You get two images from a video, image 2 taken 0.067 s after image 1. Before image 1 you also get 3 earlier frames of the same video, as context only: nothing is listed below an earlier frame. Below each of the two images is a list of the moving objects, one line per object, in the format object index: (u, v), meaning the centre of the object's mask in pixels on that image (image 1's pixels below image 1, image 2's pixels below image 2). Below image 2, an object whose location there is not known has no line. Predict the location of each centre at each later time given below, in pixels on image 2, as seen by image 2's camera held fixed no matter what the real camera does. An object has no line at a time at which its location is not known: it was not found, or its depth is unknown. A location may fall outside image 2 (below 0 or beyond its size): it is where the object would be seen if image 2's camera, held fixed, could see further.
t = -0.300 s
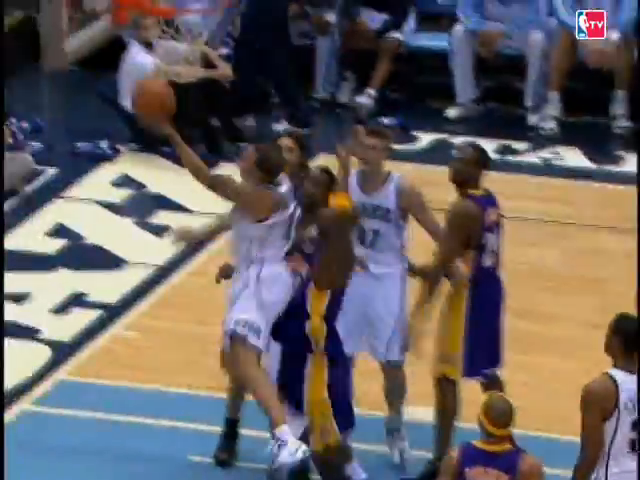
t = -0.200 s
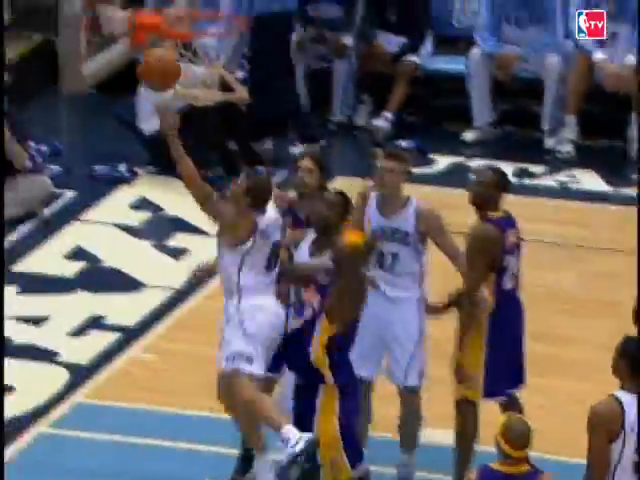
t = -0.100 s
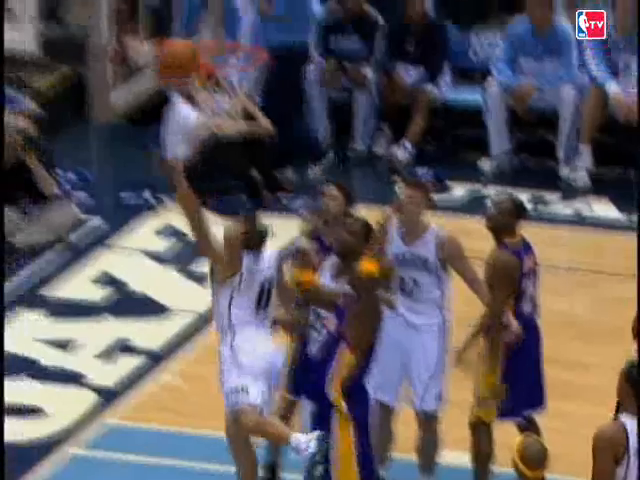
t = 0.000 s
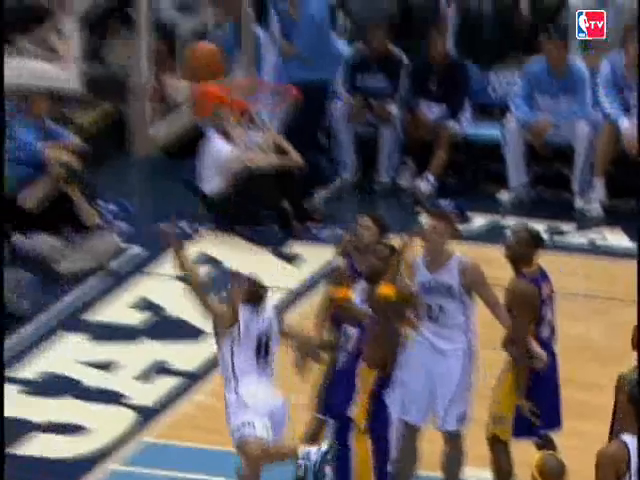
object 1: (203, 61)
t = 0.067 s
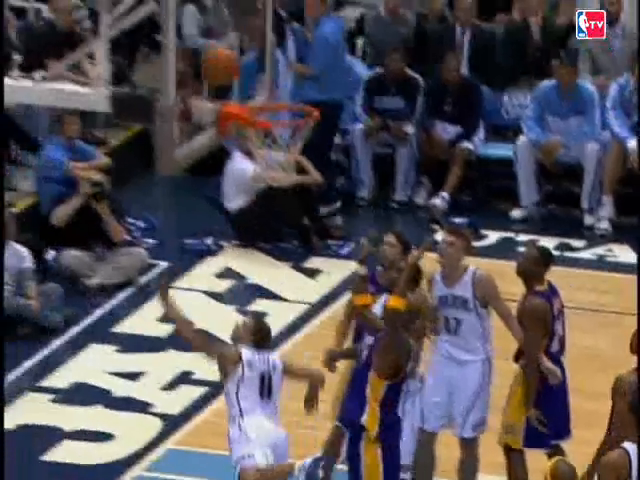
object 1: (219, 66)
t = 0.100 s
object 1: (218, 61)
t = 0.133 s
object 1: (222, 57)
